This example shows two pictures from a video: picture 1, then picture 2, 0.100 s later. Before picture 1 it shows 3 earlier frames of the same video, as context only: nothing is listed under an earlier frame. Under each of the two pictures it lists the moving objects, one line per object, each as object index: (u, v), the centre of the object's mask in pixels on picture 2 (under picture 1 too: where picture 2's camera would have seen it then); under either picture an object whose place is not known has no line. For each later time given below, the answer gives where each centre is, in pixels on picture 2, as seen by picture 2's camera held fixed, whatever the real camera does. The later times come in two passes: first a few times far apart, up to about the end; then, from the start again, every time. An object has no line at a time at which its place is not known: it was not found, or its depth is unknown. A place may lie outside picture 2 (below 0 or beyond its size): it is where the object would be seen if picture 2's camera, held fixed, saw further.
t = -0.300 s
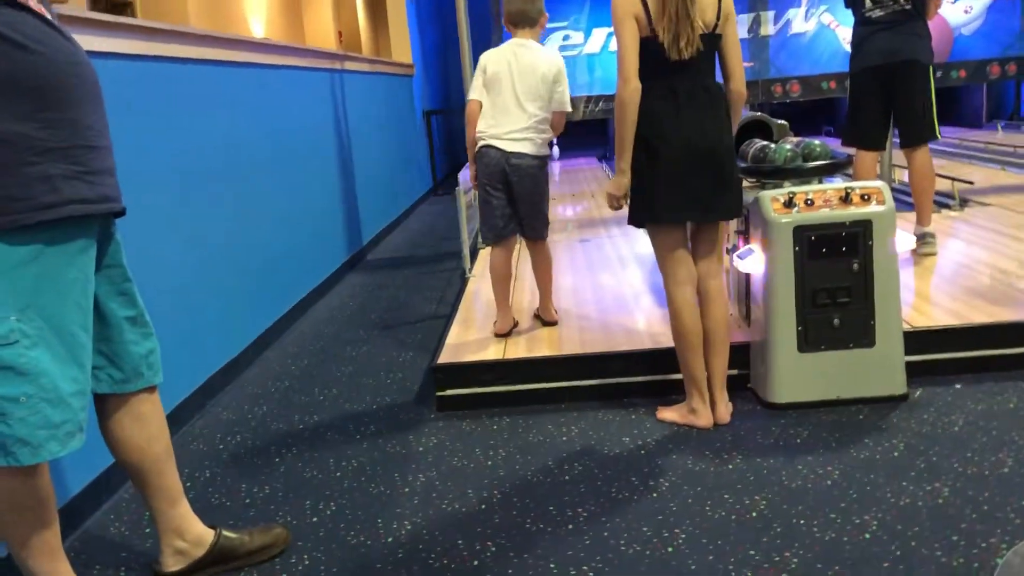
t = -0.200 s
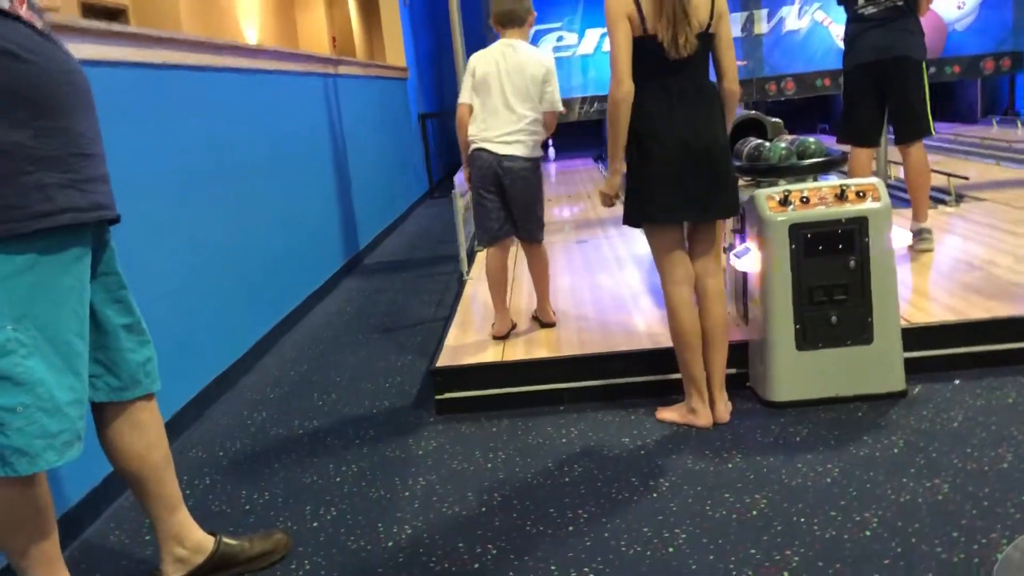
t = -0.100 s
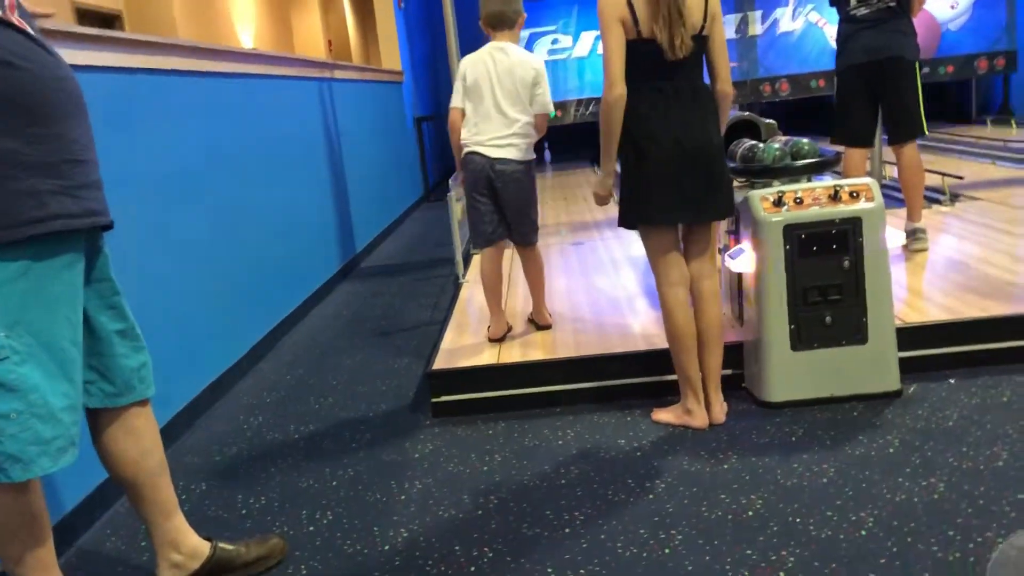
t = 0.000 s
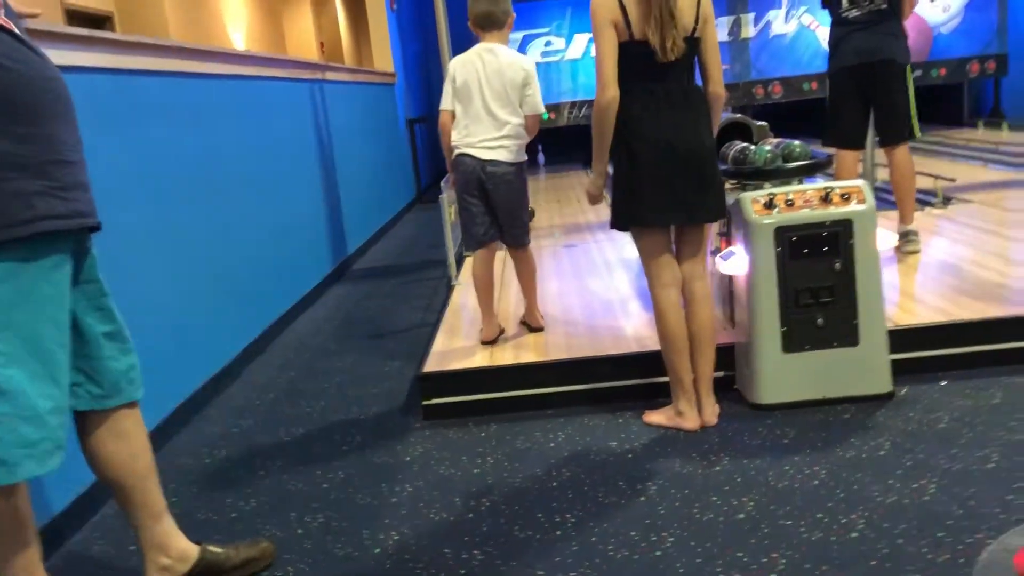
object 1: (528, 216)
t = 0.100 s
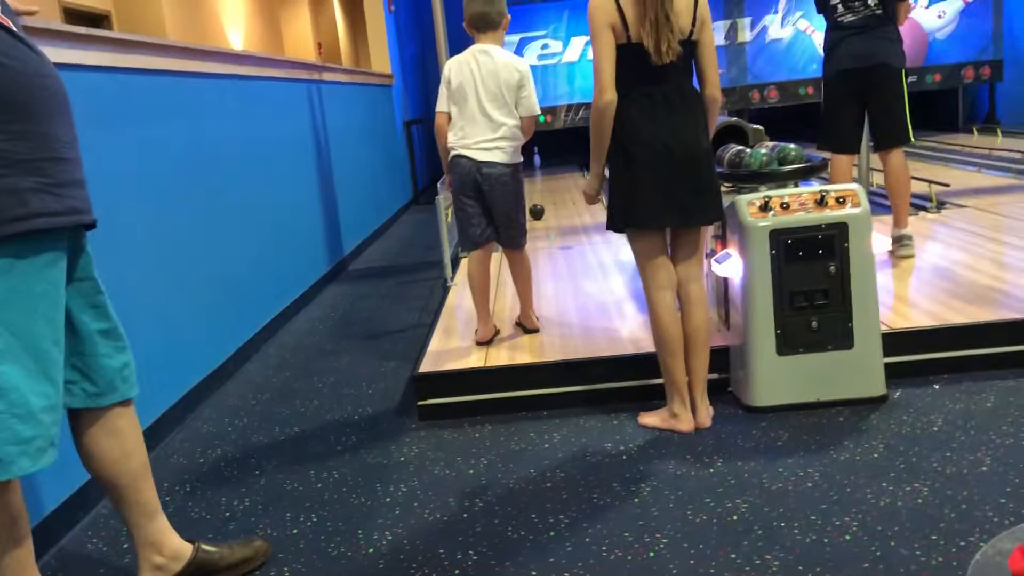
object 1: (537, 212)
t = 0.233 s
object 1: (551, 207)
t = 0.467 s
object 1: (576, 197)
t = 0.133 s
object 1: (540, 211)
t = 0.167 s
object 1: (544, 209)
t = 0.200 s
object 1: (548, 208)
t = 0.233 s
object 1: (551, 207)
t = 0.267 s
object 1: (555, 205)
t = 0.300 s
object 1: (558, 204)
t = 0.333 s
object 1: (562, 203)
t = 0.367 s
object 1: (566, 201)
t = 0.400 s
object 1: (569, 200)
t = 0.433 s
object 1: (572, 198)
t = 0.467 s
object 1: (576, 197)
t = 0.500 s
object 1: (579, 196)
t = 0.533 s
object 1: (582, 195)
